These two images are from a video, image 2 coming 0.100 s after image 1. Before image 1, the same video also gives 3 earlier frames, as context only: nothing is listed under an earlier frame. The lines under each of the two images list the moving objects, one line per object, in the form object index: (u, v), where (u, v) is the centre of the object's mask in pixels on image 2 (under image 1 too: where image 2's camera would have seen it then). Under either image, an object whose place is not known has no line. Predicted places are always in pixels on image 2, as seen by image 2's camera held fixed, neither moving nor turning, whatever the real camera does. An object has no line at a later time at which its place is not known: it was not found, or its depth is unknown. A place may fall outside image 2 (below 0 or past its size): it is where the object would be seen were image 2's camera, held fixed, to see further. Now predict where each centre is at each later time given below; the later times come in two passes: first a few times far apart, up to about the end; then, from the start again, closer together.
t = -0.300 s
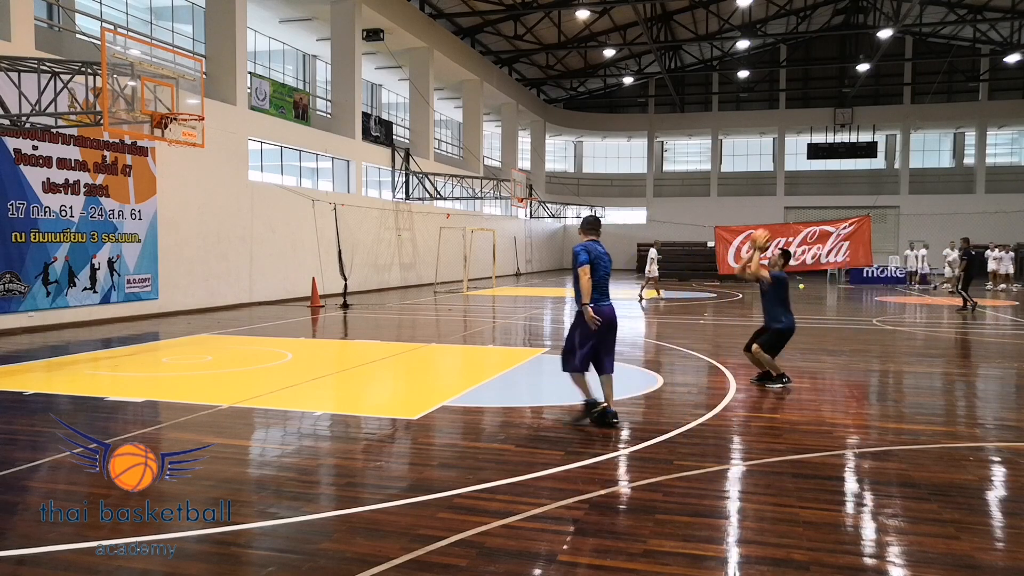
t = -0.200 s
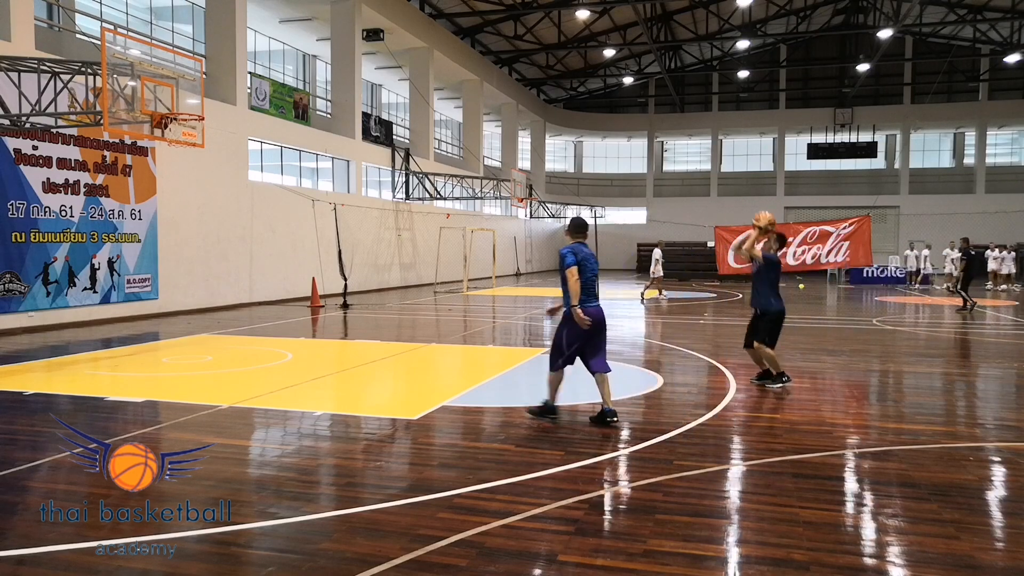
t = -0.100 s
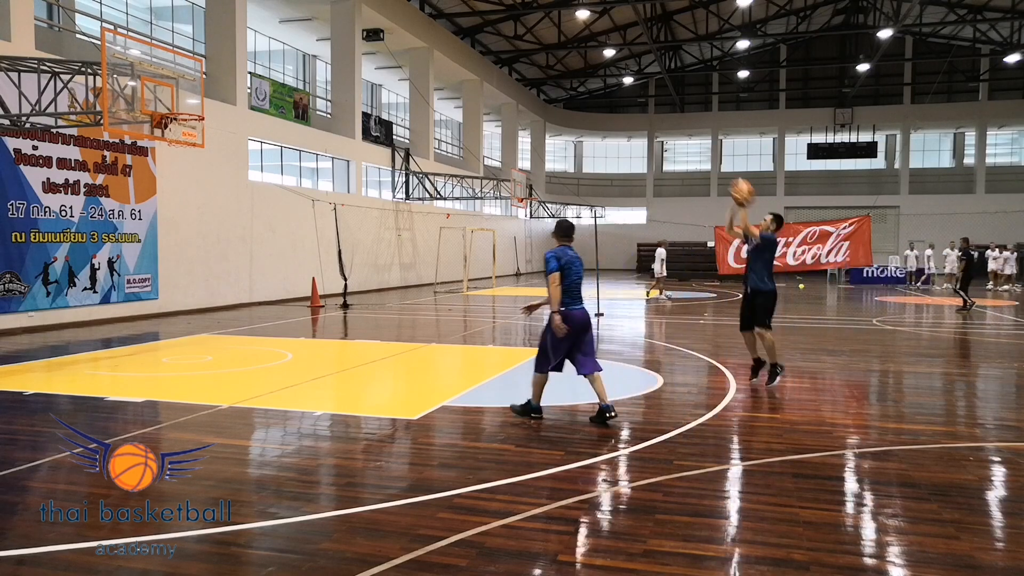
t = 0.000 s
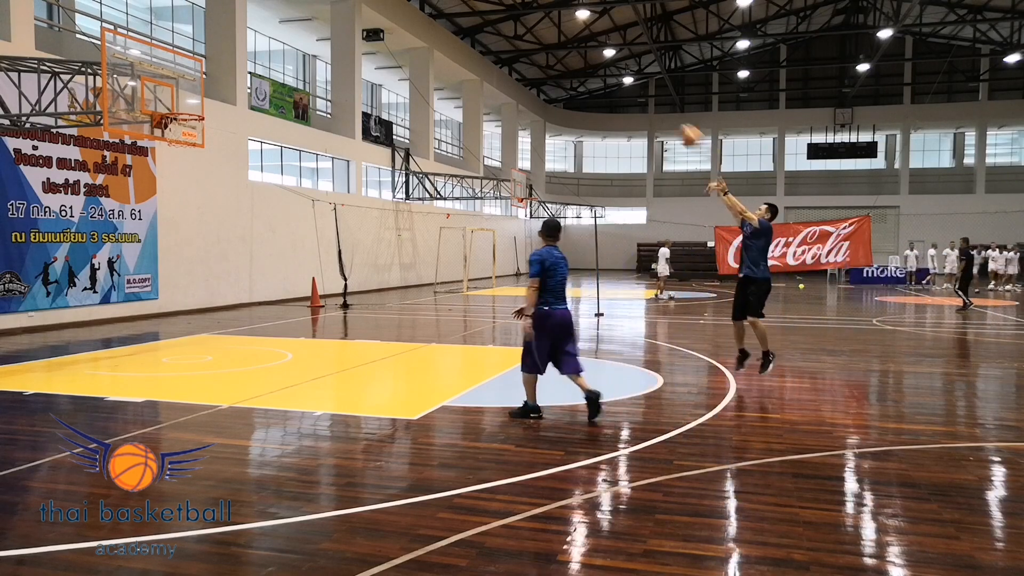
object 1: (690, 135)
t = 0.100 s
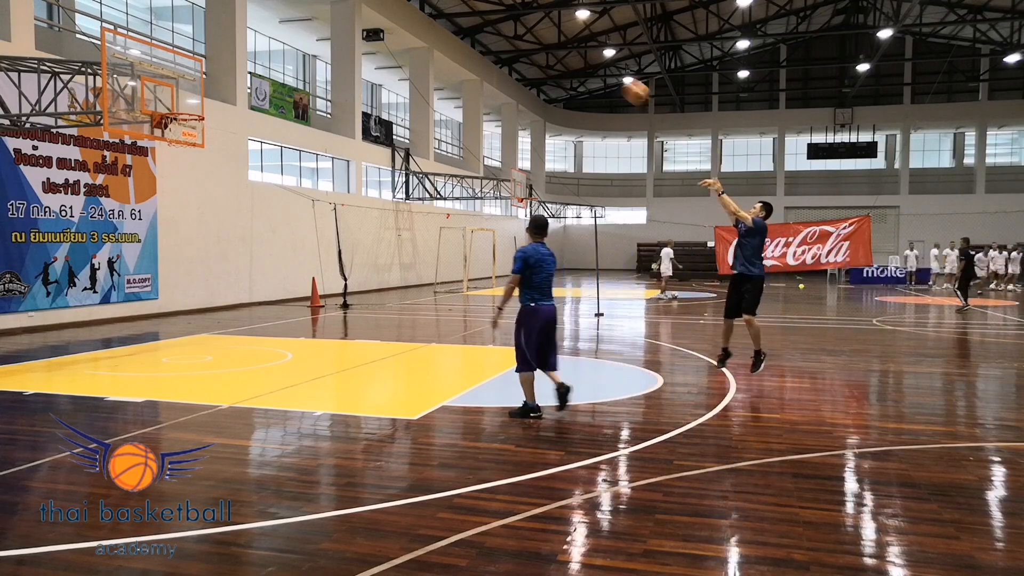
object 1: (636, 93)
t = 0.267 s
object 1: (548, 37)
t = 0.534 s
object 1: (417, 7)
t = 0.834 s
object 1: (284, 41)
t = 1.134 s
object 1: (172, 133)
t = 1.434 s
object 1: (180, 195)
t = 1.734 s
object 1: (193, 326)
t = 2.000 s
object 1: (216, 271)
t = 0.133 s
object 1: (617, 78)
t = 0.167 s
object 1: (600, 66)
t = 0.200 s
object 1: (584, 56)
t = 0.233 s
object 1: (565, 46)
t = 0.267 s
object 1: (548, 37)
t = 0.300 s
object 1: (532, 31)
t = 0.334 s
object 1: (515, 24)
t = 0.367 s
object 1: (498, 19)
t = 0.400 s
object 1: (482, 14)
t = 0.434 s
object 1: (465, 11)
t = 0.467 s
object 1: (449, 9)
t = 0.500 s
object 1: (433, 8)
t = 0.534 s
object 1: (417, 7)
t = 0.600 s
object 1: (387, 8)
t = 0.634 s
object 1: (372, 9)
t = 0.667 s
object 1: (356, 13)
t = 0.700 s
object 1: (342, 17)
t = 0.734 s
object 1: (327, 21)
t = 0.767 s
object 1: (314, 27)
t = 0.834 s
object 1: (284, 41)
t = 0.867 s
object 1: (270, 50)
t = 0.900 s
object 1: (255, 59)
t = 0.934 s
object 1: (241, 67)
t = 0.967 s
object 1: (229, 78)
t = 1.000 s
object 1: (218, 89)
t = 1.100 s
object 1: (179, 126)
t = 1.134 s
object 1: (172, 133)
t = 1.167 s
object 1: (171, 135)
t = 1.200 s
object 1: (171, 141)
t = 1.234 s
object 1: (172, 146)
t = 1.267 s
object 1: (173, 152)
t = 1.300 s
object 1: (174, 159)
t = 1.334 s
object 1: (176, 166)
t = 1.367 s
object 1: (178, 176)
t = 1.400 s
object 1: (179, 185)
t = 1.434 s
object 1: (180, 195)
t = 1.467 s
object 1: (182, 207)
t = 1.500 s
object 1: (183, 219)
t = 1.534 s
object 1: (185, 232)
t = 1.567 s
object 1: (186, 246)
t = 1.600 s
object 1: (187, 261)
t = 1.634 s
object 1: (189, 276)
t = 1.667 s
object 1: (190, 293)
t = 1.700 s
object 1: (191, 310)
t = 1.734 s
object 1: (193, 326)
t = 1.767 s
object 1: (194, 347)
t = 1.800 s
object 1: (196, 341)
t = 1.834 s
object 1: (200, 327)
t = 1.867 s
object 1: (203, 316)
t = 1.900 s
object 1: (206, 303)
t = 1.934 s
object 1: (210, 291)
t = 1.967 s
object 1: (213, 281)
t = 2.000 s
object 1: (216, 271)
